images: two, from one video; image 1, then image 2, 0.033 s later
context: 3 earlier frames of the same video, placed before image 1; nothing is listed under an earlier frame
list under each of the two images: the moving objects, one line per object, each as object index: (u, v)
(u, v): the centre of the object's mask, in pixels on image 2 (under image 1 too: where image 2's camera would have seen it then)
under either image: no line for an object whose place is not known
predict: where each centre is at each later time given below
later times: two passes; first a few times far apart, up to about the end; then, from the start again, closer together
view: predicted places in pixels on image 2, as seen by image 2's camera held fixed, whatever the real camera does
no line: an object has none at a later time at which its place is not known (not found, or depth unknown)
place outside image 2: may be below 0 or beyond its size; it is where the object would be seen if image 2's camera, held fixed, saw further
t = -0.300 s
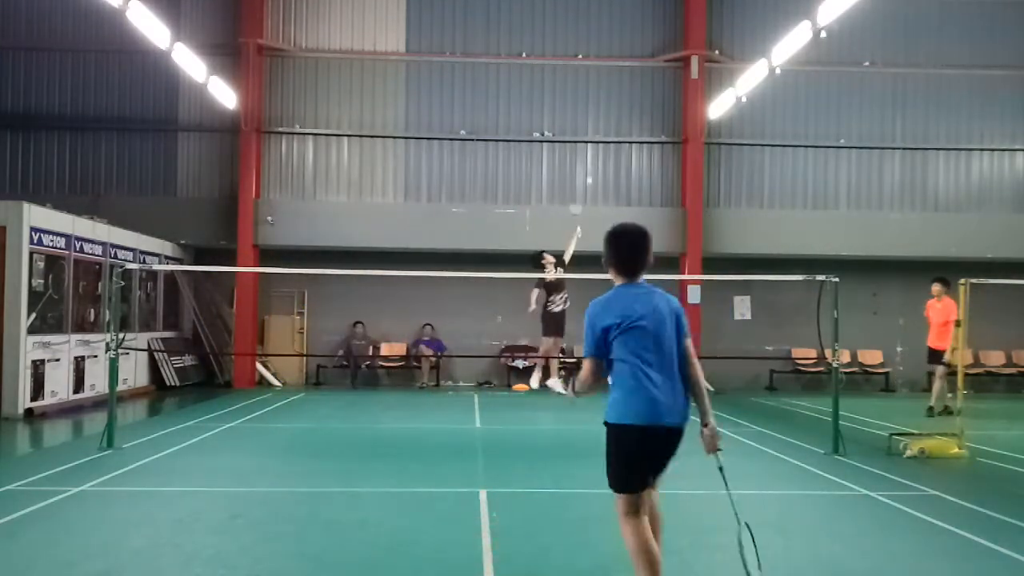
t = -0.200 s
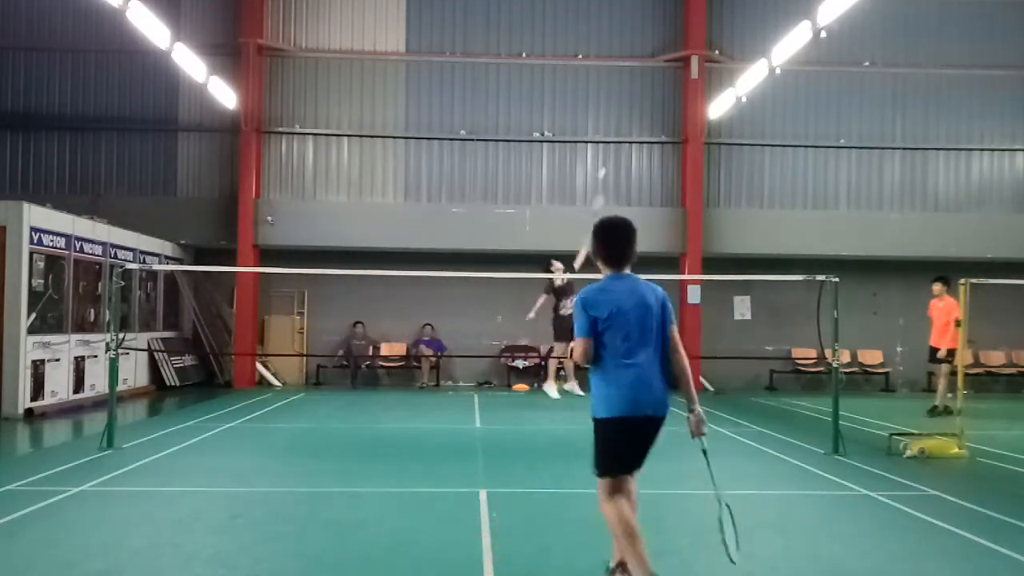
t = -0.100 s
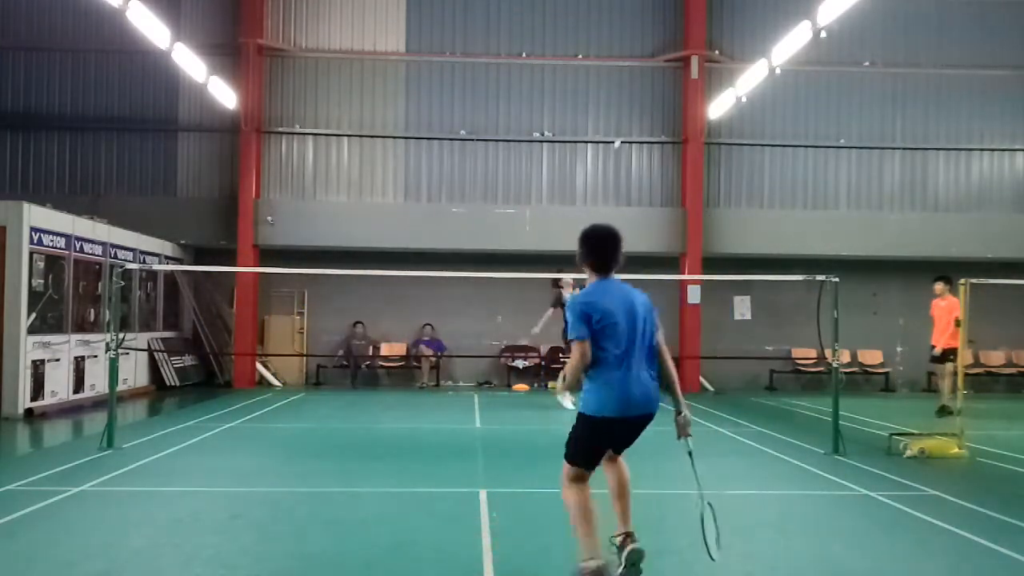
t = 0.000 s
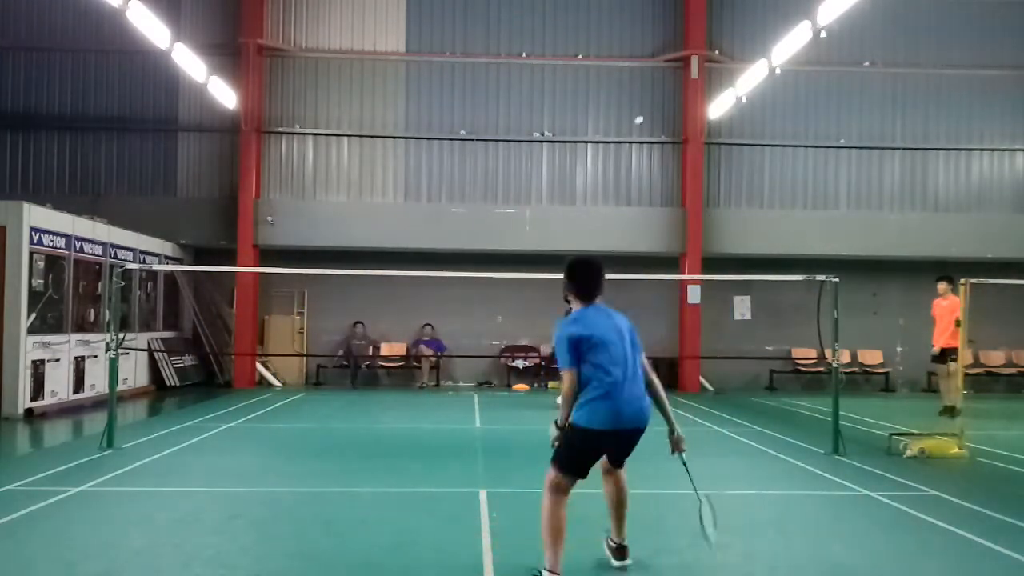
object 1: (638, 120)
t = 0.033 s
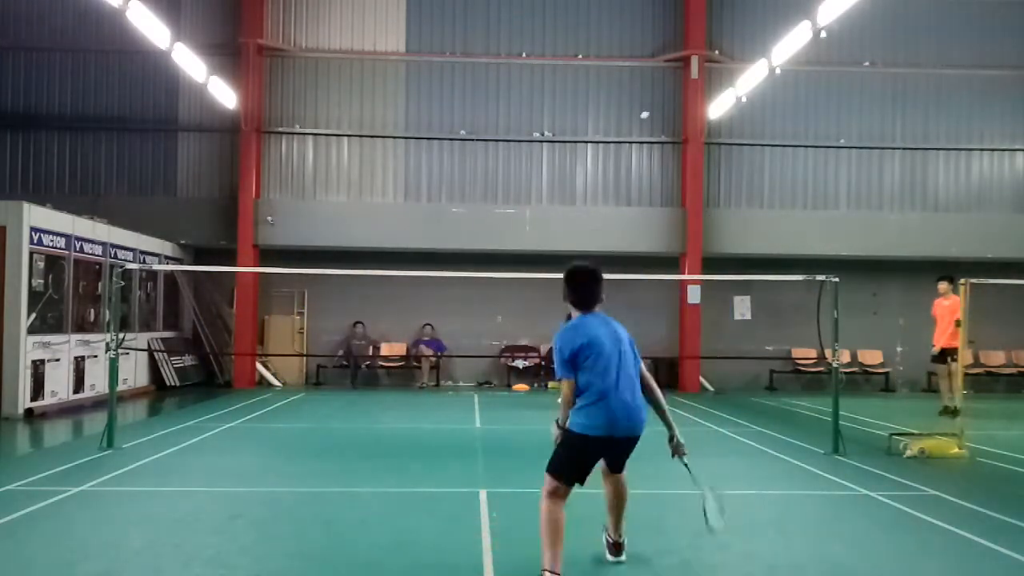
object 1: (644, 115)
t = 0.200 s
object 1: (676, 104)
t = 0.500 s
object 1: (729, 149)
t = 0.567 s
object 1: (739, 172)
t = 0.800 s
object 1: (773, 288)
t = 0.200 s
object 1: (676, 104)
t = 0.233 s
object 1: (682, 104)
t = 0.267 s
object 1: (688, 105)
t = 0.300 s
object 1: (695, 108)
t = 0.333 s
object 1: (700, 112)
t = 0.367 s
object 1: (706, 117)
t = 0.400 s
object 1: (712, 124)
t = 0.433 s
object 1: (717, 131)
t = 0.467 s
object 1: (723, 140)
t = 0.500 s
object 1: (729, 149)
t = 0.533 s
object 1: (734, 160)
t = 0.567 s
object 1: (739, 172)
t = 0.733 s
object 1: (764, 249)
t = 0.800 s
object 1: (773, 288)
